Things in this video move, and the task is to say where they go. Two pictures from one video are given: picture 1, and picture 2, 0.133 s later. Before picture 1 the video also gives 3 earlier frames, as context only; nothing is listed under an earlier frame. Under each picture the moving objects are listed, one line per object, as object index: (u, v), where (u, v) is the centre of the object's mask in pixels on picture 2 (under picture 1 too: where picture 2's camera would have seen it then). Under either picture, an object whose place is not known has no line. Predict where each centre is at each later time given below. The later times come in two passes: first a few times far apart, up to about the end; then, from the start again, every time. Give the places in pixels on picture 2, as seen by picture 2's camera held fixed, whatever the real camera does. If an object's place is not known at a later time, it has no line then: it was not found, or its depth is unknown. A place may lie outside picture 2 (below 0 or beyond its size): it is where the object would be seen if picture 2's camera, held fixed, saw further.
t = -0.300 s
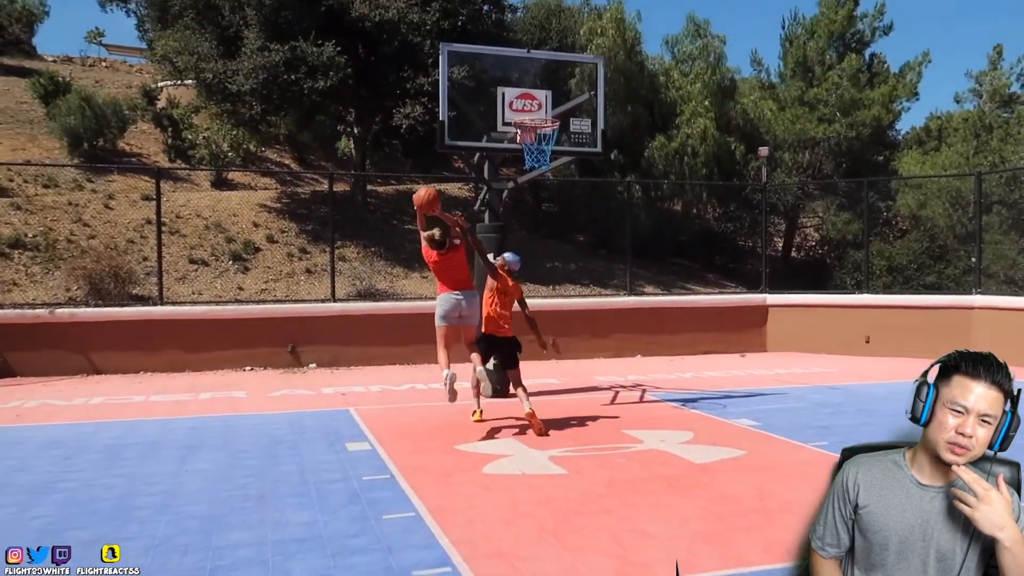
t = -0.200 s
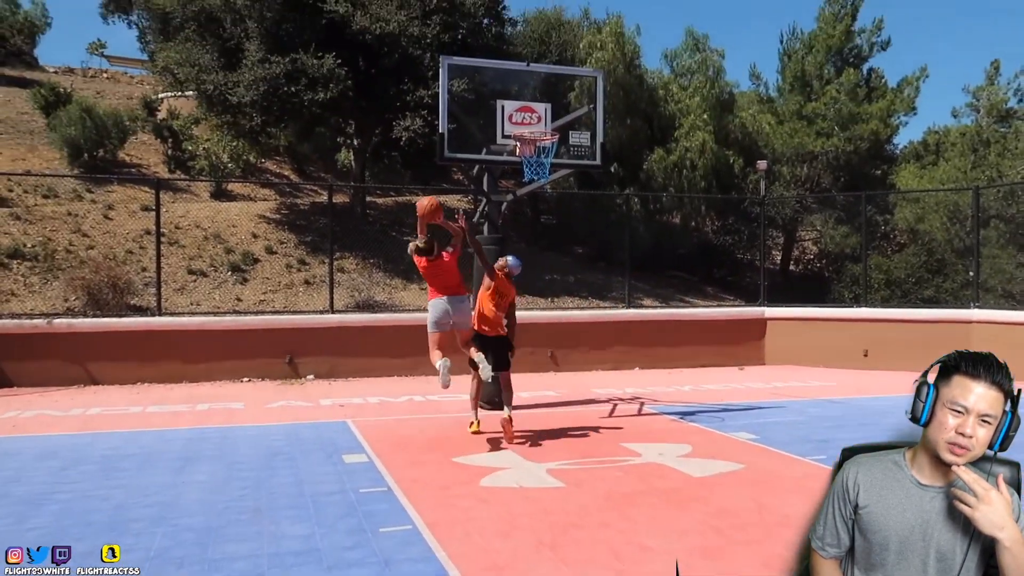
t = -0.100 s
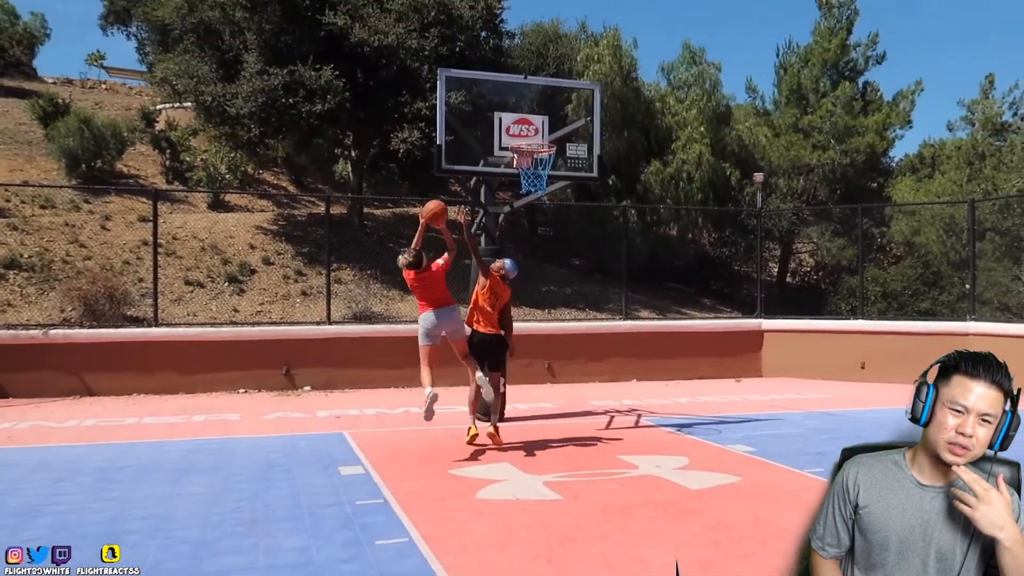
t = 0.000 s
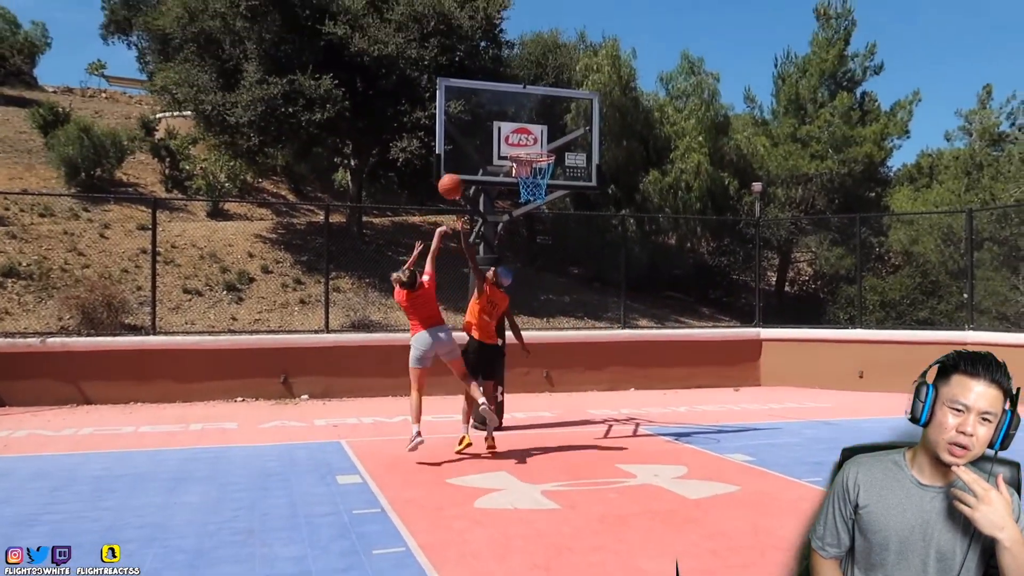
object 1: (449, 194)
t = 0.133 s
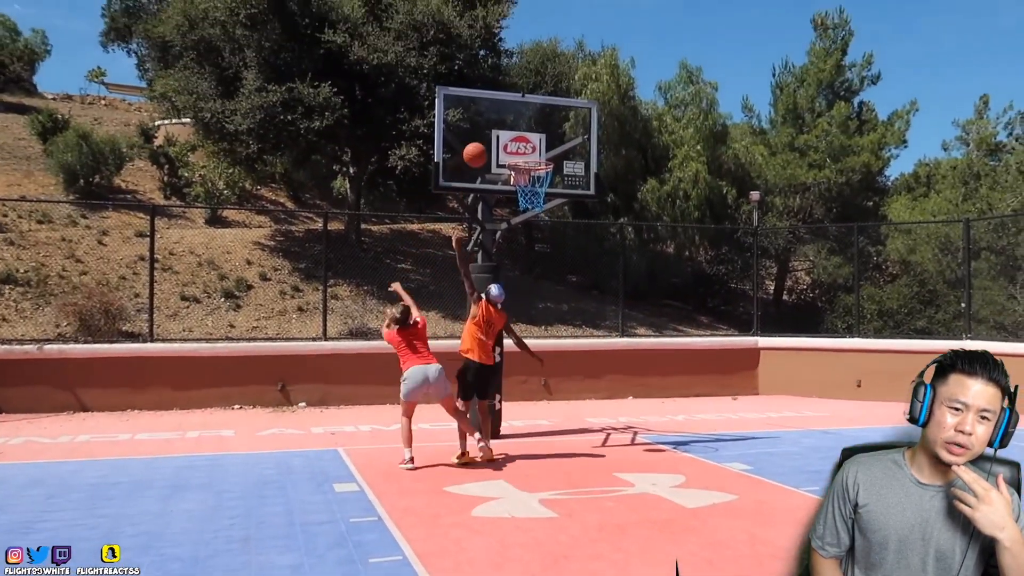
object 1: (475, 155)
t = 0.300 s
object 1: (505, 131)
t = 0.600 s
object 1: (553, 152)
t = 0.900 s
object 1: (571, 147)
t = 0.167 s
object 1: (481, 148)
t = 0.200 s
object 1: (487, 142)
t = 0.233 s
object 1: (493, 137)
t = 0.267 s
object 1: (499, 134)
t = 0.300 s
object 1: (505, 131)
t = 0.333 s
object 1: (511, 131)
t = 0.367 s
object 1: (516, 130)
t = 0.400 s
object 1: (522, 132)
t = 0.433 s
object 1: (528, 134)
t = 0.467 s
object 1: (533, 137)
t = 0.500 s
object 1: (539, 141)
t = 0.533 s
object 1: (545, 147)
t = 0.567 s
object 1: (550, 152)
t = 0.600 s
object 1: (553, 152)
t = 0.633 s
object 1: (555, 148)
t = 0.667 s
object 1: (557, 144)
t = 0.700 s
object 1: (559, 141)
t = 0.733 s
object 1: (560, 139)
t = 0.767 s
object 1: (562, 139)
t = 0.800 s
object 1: (564, 139)
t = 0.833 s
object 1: (566, 141)
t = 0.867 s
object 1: (568, 143)
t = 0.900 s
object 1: (571, 147)
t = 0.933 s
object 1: (572, 151)
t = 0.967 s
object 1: (575, 157)
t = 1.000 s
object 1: (577, 164)
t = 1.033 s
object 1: (579, 172)
